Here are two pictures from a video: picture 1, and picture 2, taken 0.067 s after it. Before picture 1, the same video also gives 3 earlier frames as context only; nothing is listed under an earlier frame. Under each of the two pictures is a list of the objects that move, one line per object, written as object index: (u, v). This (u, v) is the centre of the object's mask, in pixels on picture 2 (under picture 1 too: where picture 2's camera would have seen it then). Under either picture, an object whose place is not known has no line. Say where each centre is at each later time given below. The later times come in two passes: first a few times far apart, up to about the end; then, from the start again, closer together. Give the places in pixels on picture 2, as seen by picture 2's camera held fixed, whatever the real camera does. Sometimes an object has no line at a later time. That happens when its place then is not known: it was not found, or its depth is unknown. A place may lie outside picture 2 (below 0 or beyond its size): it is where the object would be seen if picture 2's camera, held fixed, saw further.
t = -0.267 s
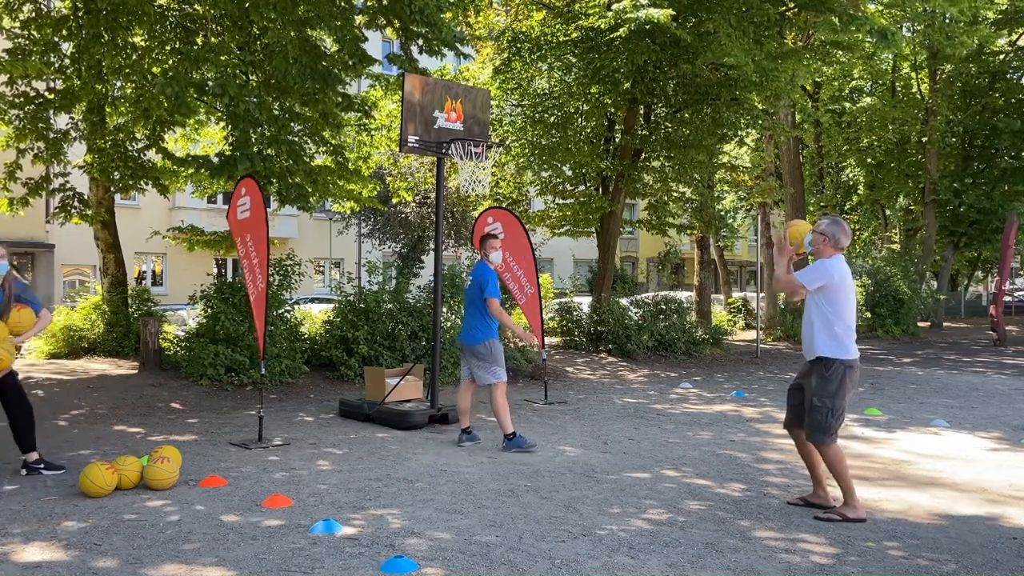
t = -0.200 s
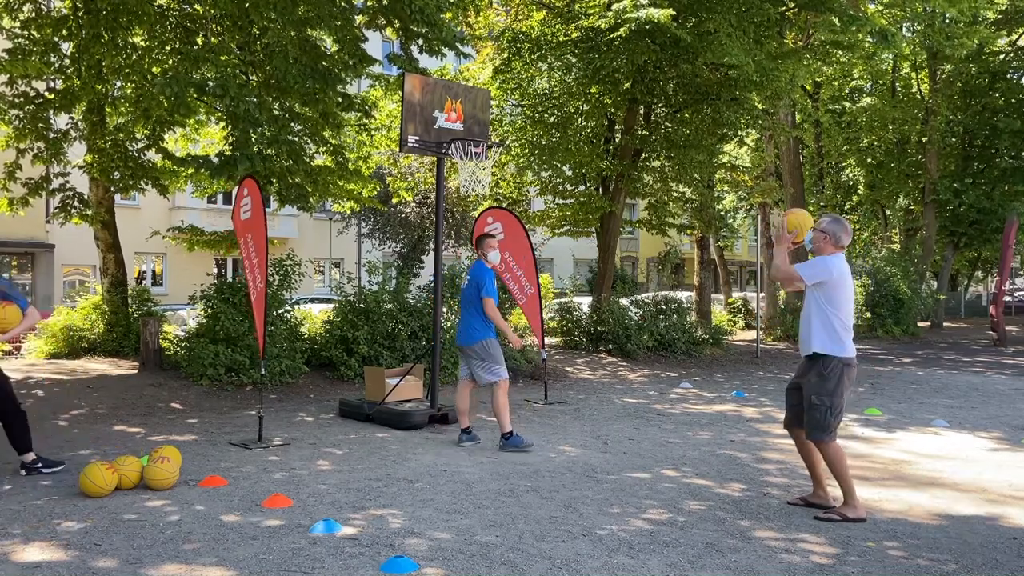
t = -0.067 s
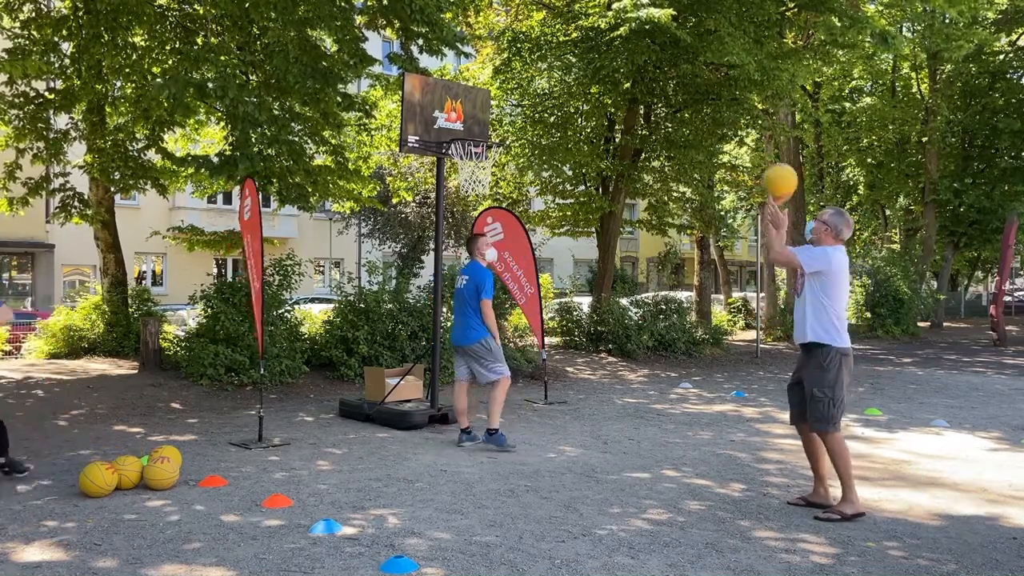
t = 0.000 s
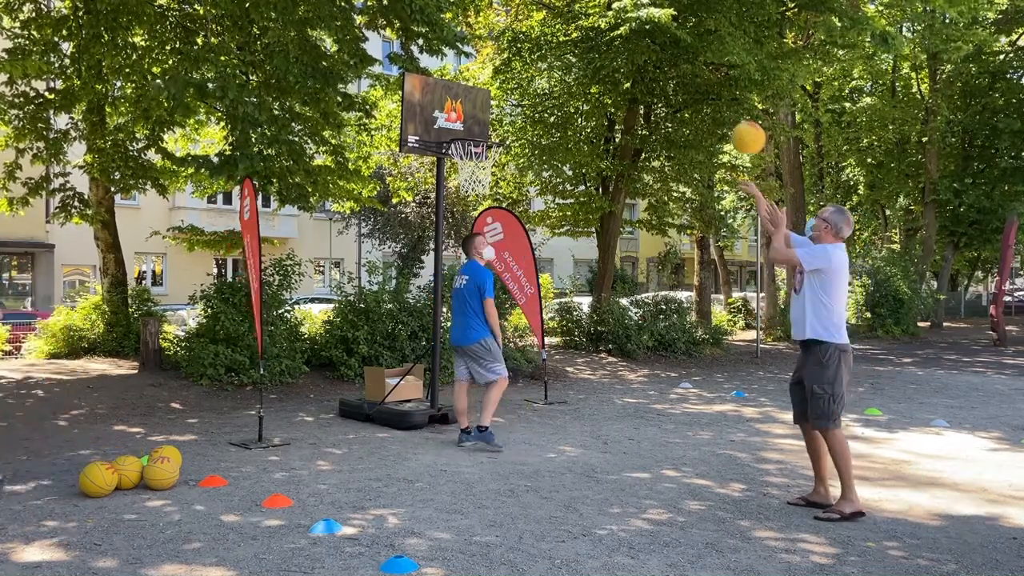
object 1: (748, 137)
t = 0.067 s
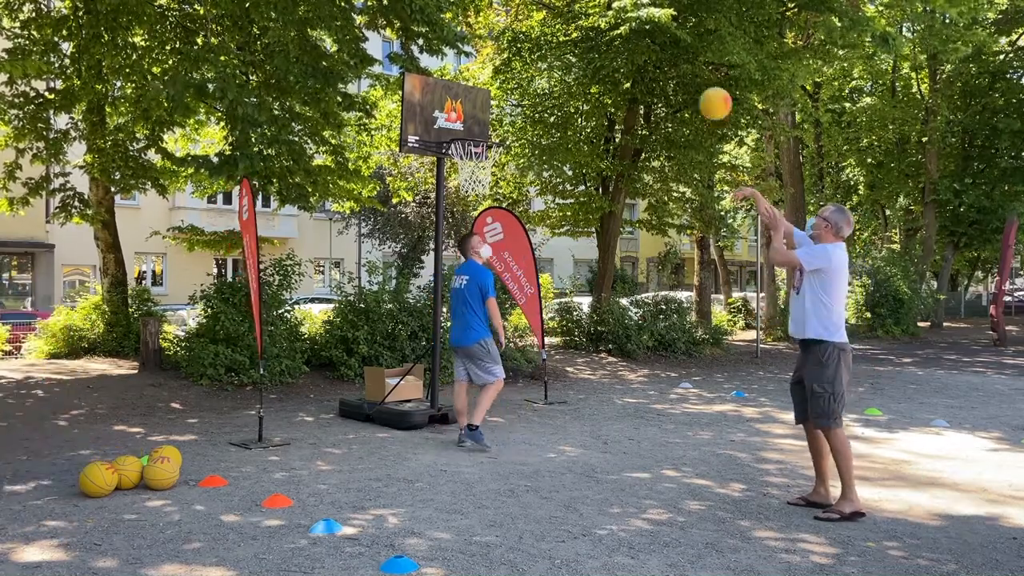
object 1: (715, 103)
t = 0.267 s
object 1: (628, 46)
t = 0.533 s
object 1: (531, 59)
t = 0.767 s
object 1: (462, 131)
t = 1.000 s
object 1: (495, 122)
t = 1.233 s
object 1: (526, 141)
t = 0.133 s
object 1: (684, 77)
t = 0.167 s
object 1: (670, 67)
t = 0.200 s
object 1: (655, 58)
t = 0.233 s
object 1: (642, 51)
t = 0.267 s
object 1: (628, 46)
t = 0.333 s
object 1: (602, 41)
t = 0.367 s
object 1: (589, 41)
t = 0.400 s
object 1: (577, 42)
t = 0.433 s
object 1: (565, 45)
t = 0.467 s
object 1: (553, 49)
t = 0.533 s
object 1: (531, 59)
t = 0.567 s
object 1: (520, 67)
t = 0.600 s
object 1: (509, 75)
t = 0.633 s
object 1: (499, 85)
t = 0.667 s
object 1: (490, 95)
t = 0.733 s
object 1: (470, 121)
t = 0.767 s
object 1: (462, 131)
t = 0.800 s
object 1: (466, 130)
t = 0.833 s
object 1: (472, 130)
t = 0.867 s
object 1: (477, 131)
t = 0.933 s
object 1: (486, 125)
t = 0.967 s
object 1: (490, 123)
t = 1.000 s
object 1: (495, 122)
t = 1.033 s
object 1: (500, 121)
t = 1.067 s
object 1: (504, 122)
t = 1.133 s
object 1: (513, 125)
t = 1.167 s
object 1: (518, 131)
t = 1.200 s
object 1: (521, 136)
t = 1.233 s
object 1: (526, 141)
